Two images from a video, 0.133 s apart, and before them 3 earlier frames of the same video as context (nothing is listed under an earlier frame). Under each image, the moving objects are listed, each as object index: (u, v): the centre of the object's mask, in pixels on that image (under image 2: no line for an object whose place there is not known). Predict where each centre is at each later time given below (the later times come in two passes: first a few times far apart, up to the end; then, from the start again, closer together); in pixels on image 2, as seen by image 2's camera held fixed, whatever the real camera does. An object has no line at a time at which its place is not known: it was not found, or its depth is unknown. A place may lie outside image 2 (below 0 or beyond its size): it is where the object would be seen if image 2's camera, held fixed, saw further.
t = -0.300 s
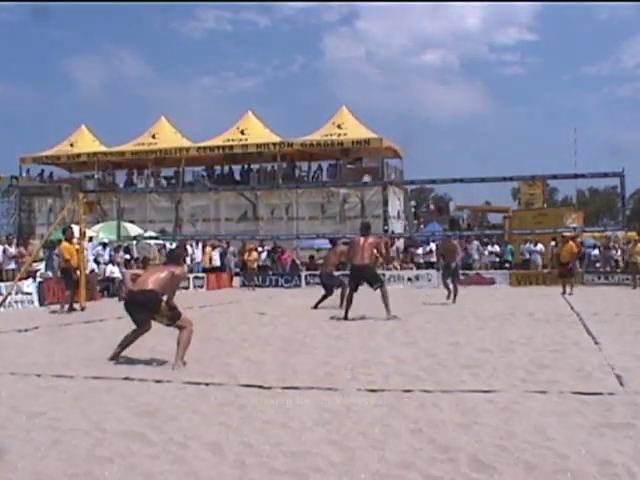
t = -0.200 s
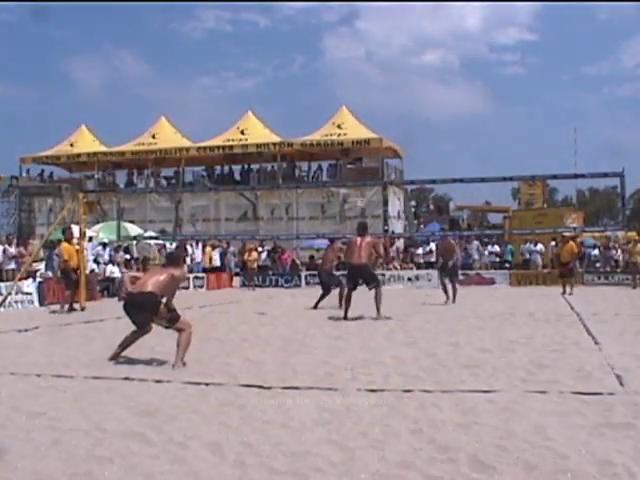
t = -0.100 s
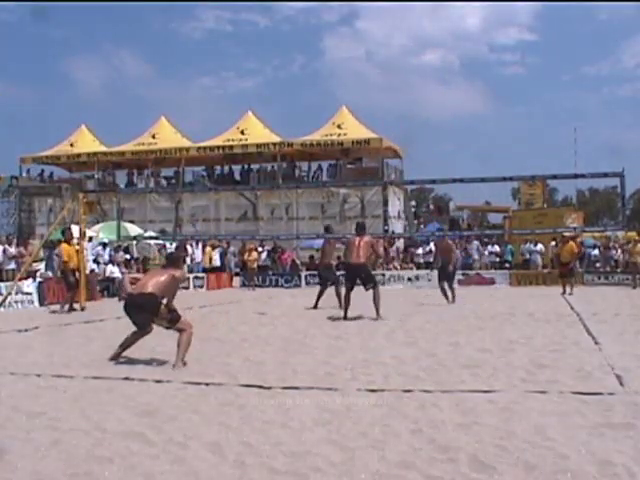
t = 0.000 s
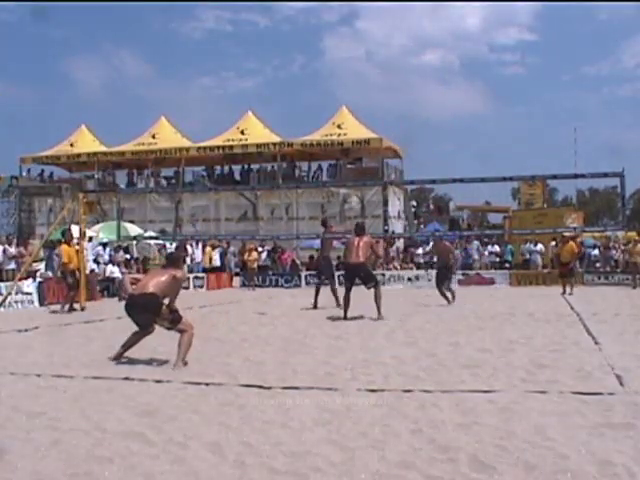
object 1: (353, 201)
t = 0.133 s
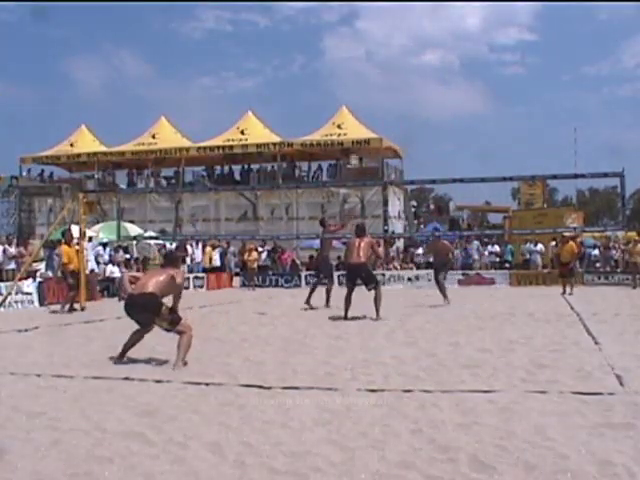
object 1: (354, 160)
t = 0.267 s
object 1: (353, 130)
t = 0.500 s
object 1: (357, 93)
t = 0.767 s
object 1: (360, 84)
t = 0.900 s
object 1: (362, 92)
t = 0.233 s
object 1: (353, 136)
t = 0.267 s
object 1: (353, 130)
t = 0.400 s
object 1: (355, 105)
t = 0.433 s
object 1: (356, 101)
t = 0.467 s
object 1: (356, 96)
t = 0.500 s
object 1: (357, 93)
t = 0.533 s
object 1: (357, 89)
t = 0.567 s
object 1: (357, 87)
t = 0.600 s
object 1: (358, 85)
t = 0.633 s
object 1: (358, 84)
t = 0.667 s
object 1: (359, 83)
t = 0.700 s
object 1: (359, 83)
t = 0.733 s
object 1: (359, 83)
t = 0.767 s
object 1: (360, 84)
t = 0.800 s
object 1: (360, 86)
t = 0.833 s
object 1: (361, 87)
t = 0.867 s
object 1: (361, 89)
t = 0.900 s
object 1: (362, 92)
